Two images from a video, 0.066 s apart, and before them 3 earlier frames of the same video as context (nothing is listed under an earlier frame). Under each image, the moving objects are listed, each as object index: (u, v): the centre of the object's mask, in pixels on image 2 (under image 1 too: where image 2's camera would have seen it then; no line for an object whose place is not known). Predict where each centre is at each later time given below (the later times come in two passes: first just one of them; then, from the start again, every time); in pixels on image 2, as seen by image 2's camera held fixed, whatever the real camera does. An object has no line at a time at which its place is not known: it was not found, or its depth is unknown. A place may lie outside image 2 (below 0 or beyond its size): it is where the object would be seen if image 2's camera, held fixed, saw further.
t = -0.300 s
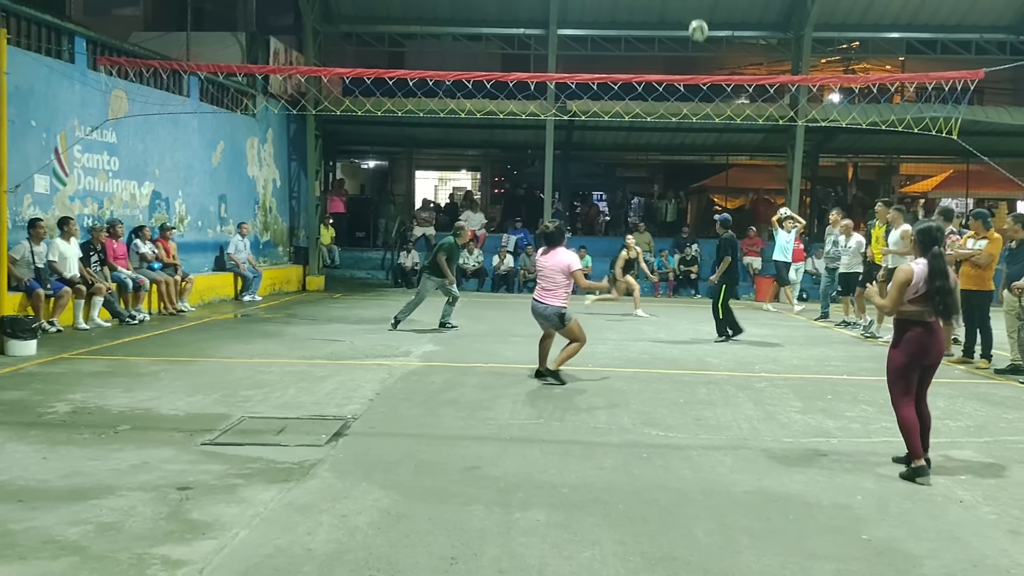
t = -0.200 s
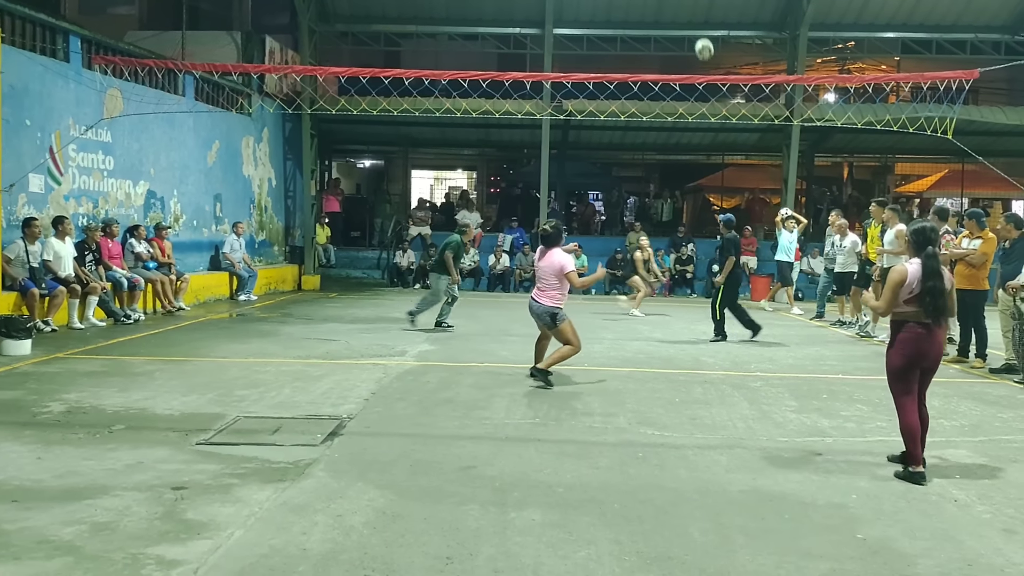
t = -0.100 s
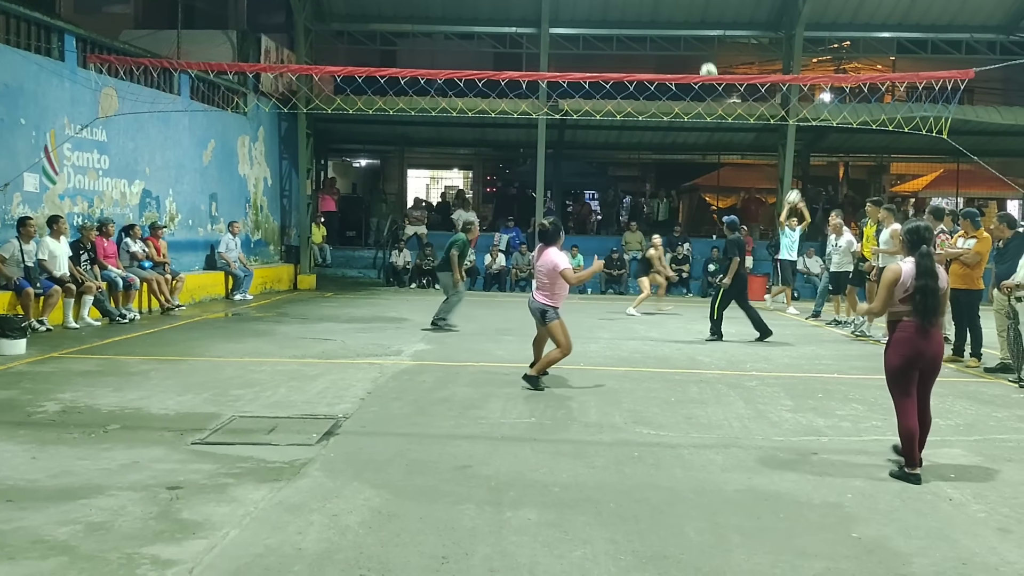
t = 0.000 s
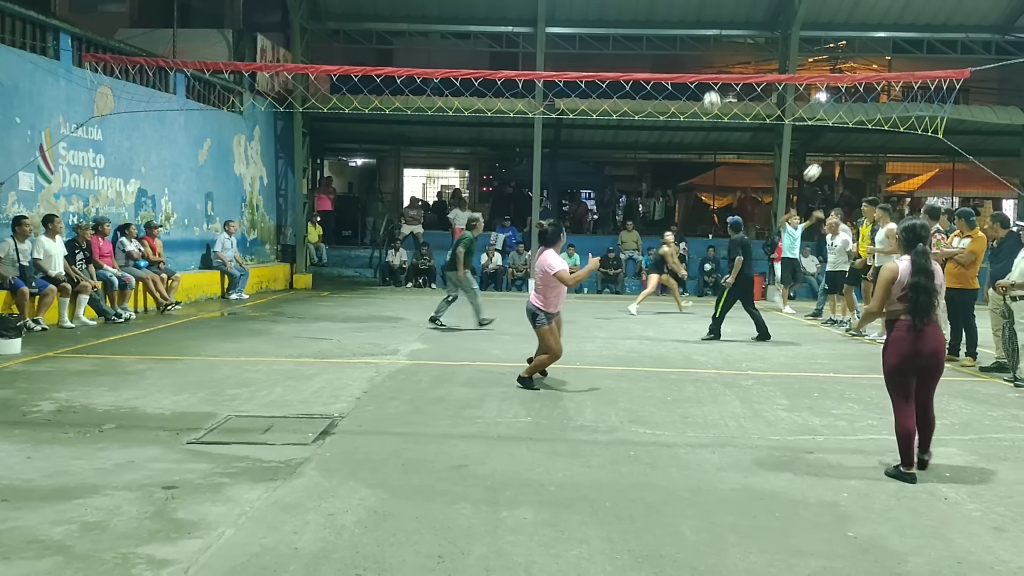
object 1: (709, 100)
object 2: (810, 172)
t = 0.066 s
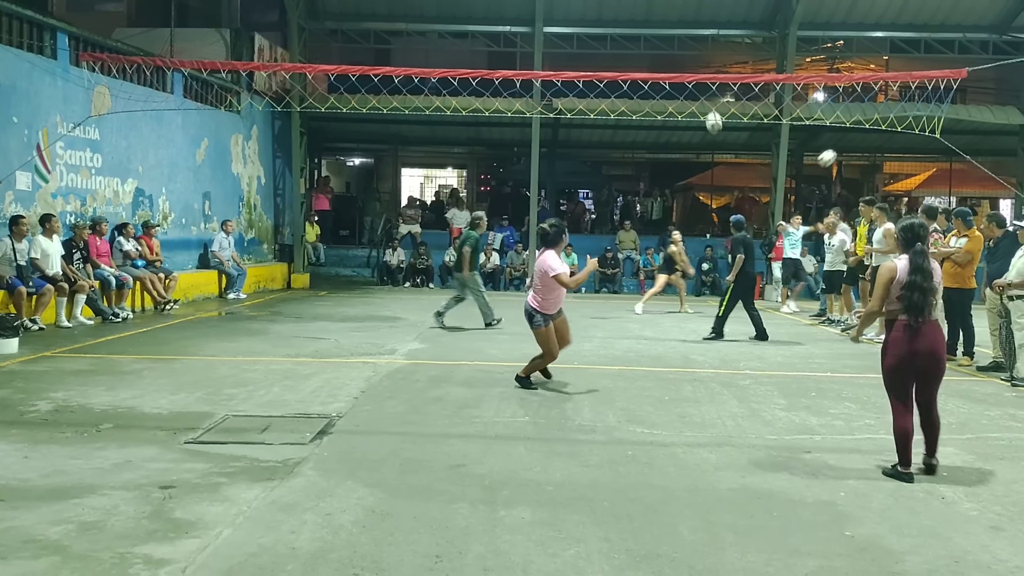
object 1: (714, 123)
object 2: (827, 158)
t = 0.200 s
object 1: (720, 168)
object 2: (864, 136)
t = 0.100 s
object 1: (715, 133)
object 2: (836, 152)
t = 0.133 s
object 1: (717, 144)
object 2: (845, 146)
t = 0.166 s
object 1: (719, 157)
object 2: (854, 141)
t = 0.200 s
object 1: (720, 168)
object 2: (864, 136)
